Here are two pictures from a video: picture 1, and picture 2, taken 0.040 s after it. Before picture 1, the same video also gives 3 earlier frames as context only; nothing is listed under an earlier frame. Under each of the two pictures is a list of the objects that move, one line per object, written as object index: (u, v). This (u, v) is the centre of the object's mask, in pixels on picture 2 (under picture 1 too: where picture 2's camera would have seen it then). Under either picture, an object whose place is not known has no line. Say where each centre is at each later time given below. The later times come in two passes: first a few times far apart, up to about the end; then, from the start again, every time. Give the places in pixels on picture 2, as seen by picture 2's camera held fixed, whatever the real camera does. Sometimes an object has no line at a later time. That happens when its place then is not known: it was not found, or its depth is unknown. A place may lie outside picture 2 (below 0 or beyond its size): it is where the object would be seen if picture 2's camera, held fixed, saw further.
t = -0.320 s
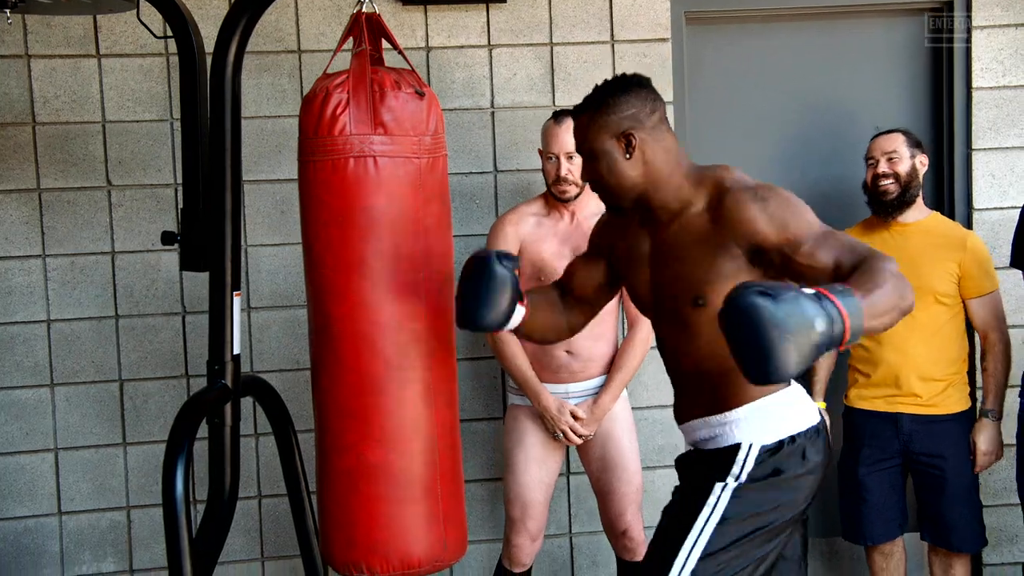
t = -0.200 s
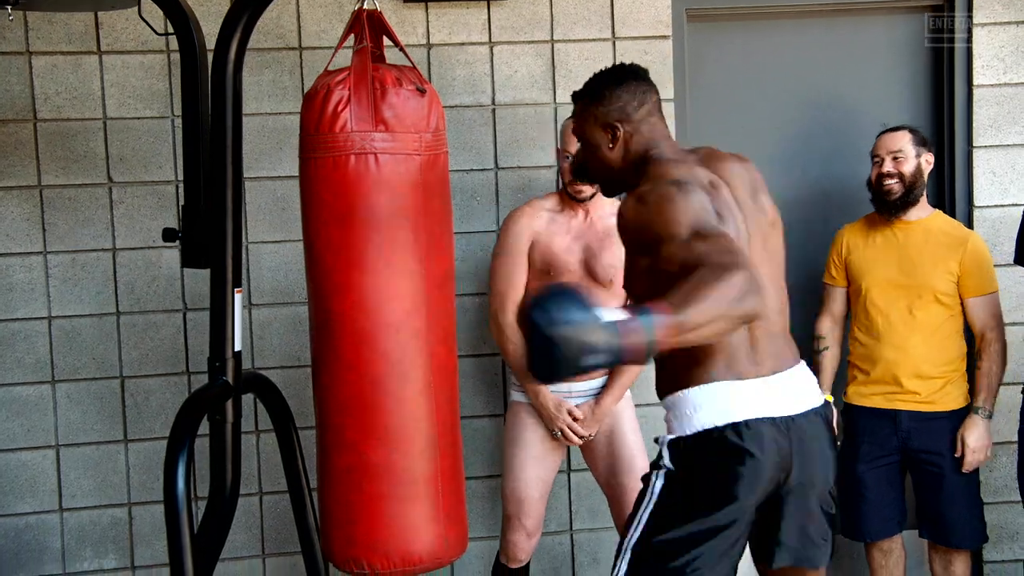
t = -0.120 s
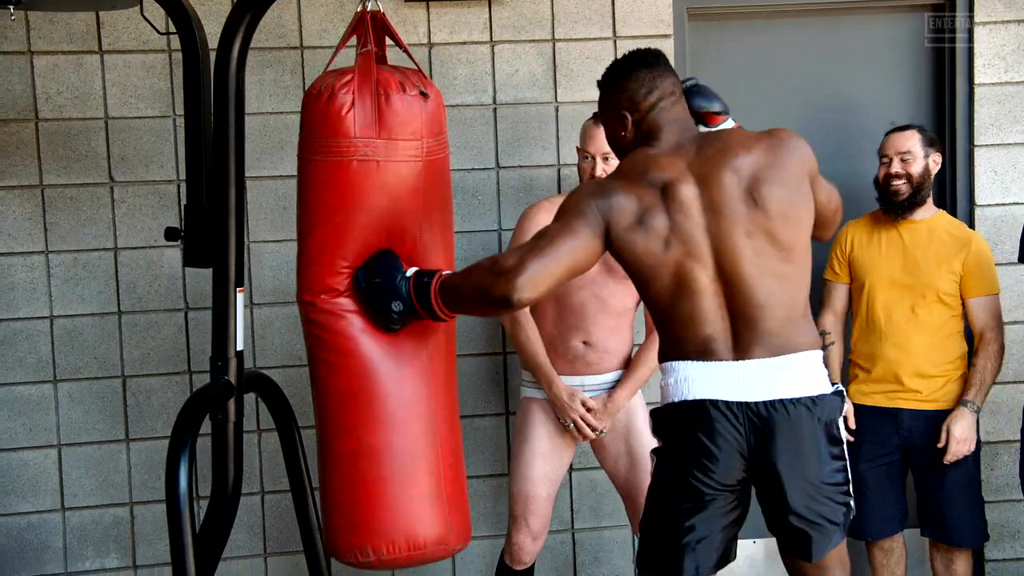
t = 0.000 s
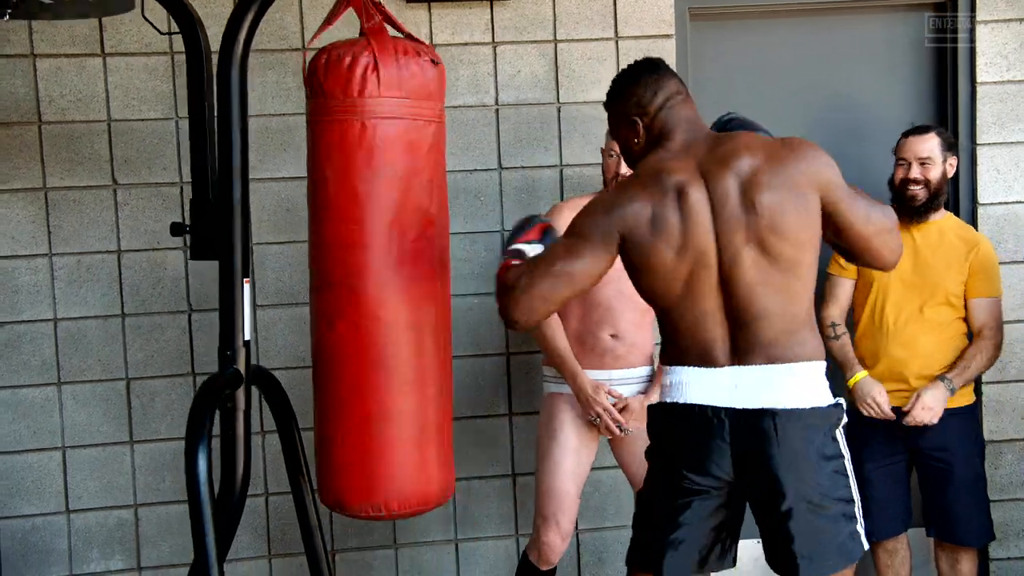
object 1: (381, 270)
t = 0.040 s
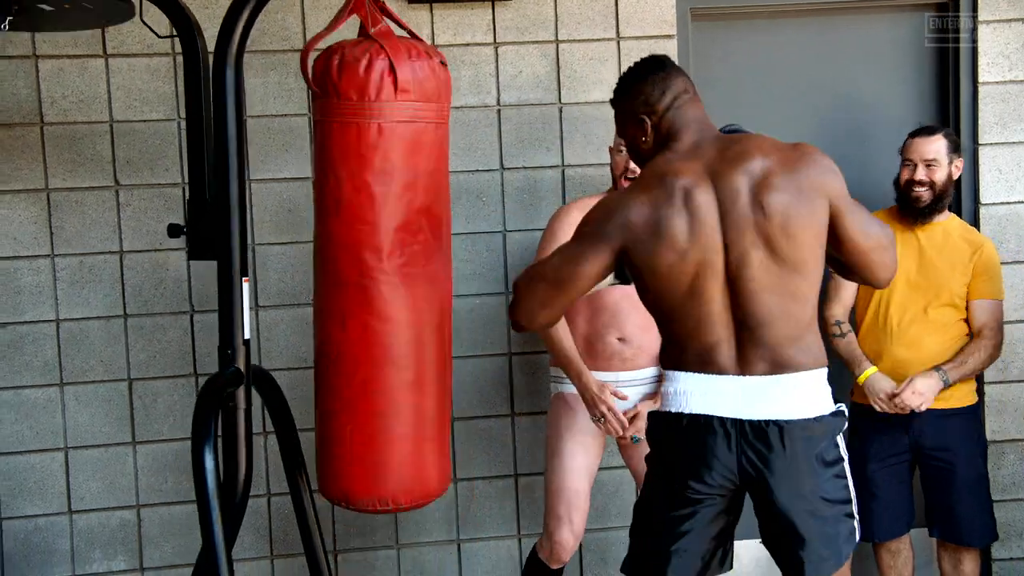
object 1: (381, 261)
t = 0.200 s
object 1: (371, 264)
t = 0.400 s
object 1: (361, 239)
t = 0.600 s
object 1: (356, 245)
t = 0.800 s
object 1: (351, 270)
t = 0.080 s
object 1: (381, 265)
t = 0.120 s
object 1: (378, 268)
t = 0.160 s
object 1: (374, 271)
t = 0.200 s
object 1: (371, 264)
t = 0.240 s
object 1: (369, 253)
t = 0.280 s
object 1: (368, 244)
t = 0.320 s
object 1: (366, 242)
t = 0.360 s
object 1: (363, 241)
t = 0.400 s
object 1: (361, 239)
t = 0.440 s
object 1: (361, 236)
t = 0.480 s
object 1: (359, 237)
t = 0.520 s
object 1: (358, 239)
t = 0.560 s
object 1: (357, 242)
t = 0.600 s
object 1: (356, 245)
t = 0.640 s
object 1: (355, 250)
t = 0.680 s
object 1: (354, 255)
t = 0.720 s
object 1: (353, 260)
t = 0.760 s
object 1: (352, 263)
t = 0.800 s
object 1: (351, 270)
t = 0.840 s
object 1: (349, 273)
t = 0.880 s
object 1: (348, 274)
